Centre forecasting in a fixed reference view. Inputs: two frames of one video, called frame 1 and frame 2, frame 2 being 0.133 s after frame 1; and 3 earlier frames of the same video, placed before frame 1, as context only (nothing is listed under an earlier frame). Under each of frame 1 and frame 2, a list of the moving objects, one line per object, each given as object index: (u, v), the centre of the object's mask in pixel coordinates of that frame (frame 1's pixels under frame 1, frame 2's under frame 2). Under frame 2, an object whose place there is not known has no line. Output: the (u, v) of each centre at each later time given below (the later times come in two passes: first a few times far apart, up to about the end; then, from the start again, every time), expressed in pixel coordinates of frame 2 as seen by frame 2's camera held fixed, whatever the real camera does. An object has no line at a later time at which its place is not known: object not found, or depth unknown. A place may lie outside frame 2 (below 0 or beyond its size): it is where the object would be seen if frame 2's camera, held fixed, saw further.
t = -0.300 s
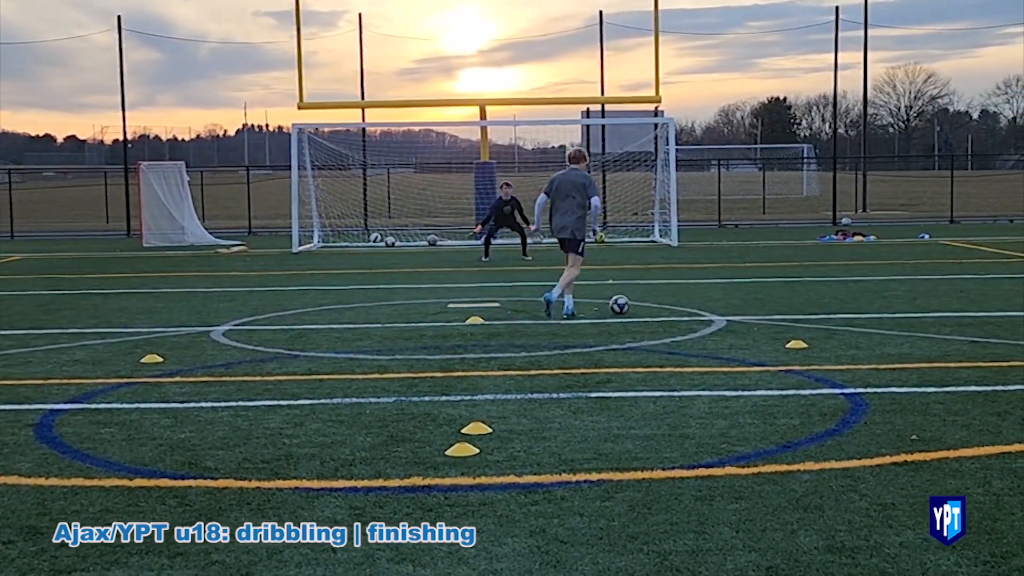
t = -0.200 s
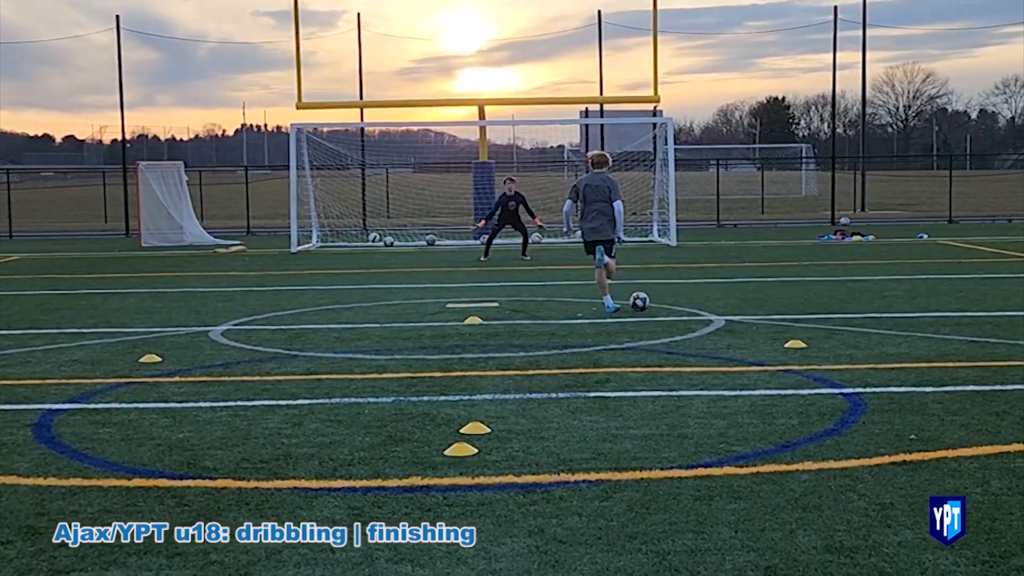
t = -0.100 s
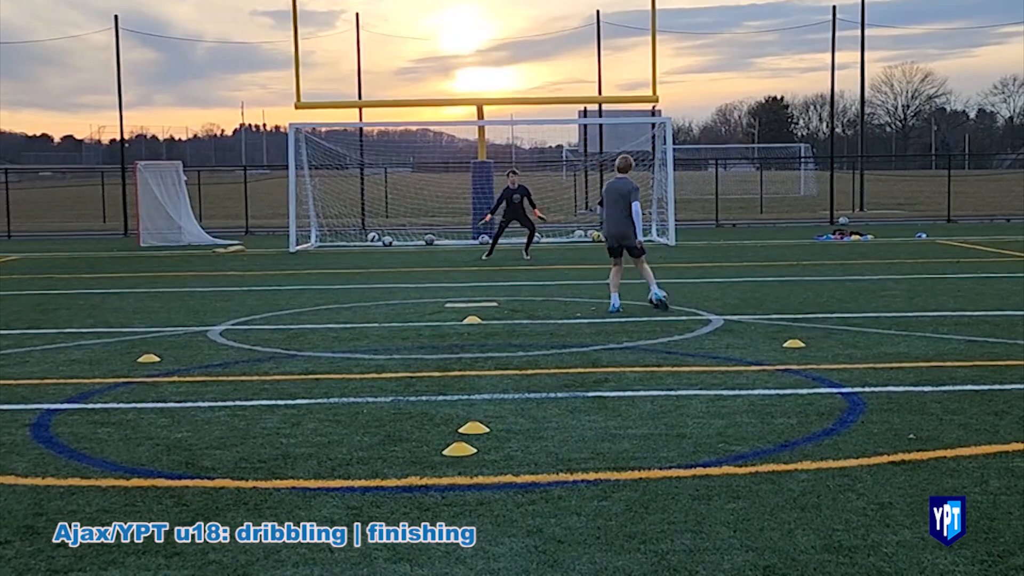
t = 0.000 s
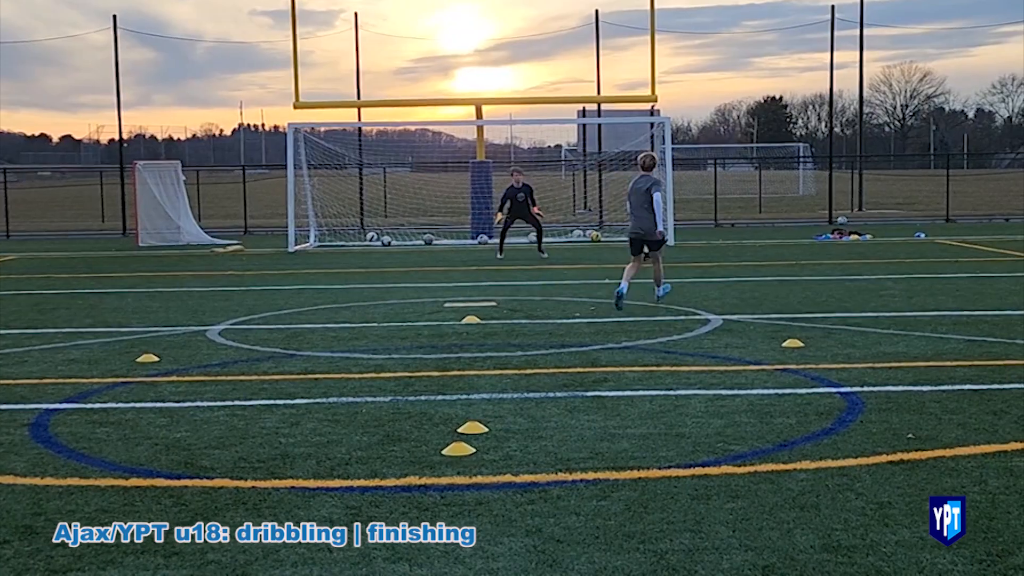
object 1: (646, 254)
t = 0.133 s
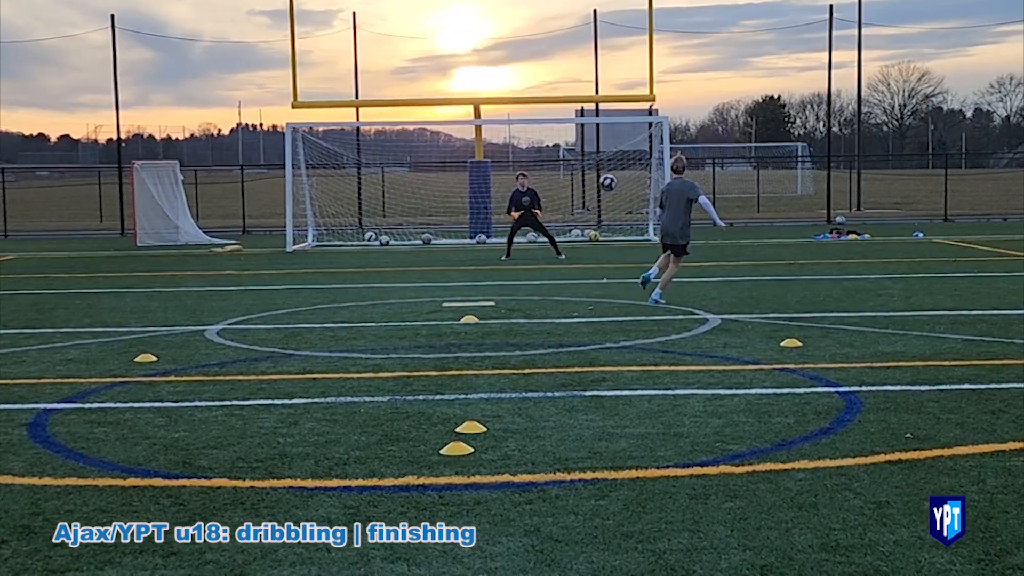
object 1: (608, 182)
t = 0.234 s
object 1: (586, 146)
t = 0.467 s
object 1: (543, 103)
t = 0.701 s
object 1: (510, 102)
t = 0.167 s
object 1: (600, 169)
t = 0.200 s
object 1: (593, 156)
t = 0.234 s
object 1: (586, 146)
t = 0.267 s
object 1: (580, 137)
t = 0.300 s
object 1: (573, 129)
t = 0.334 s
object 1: (566, 122)
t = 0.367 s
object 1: (560, 116)
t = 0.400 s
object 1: (554, 111)
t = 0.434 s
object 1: (548, 106)
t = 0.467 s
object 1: (543, 103)
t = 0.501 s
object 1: (538, 101)
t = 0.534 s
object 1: (533, 99)
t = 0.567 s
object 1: (528, 98)
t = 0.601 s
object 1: (523, 98)
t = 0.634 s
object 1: (519, 99)
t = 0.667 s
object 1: (514, 100)
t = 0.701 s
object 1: (510, 102)
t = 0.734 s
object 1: (506, 104)
